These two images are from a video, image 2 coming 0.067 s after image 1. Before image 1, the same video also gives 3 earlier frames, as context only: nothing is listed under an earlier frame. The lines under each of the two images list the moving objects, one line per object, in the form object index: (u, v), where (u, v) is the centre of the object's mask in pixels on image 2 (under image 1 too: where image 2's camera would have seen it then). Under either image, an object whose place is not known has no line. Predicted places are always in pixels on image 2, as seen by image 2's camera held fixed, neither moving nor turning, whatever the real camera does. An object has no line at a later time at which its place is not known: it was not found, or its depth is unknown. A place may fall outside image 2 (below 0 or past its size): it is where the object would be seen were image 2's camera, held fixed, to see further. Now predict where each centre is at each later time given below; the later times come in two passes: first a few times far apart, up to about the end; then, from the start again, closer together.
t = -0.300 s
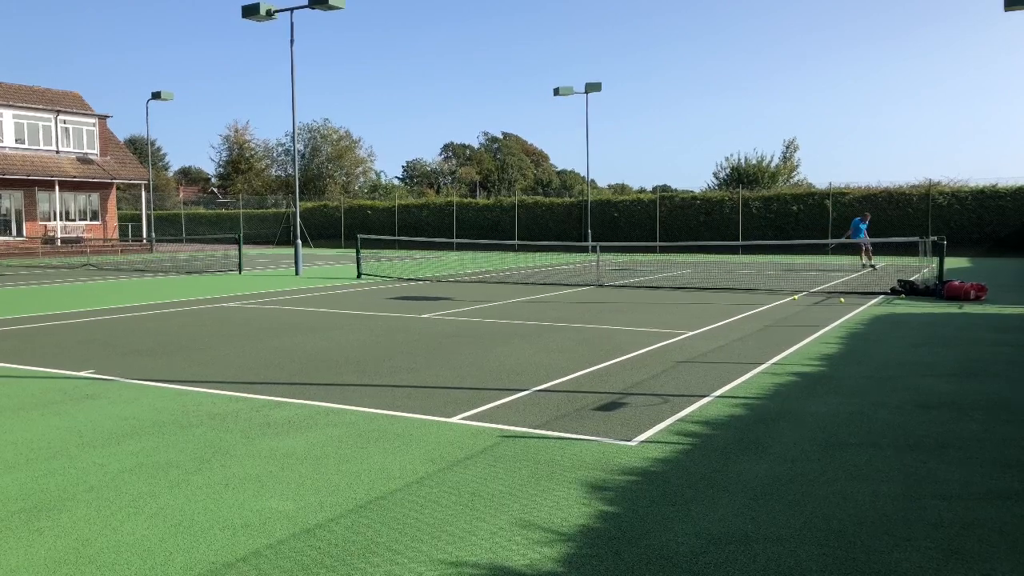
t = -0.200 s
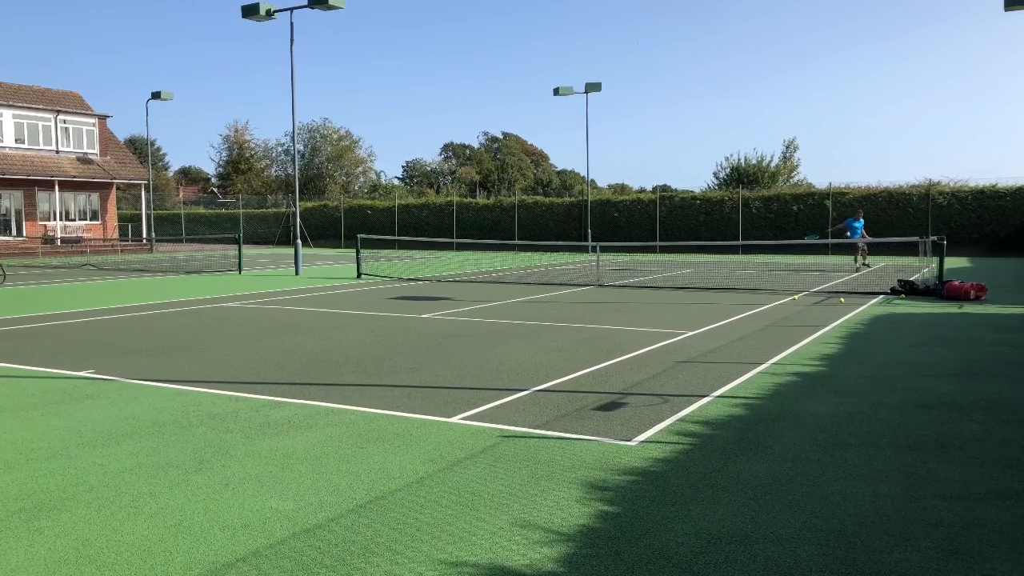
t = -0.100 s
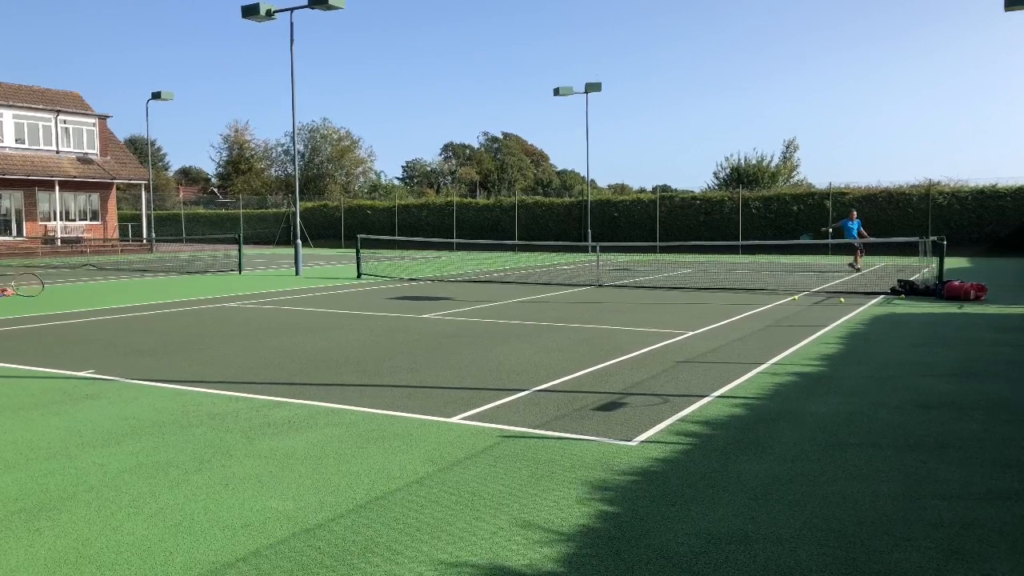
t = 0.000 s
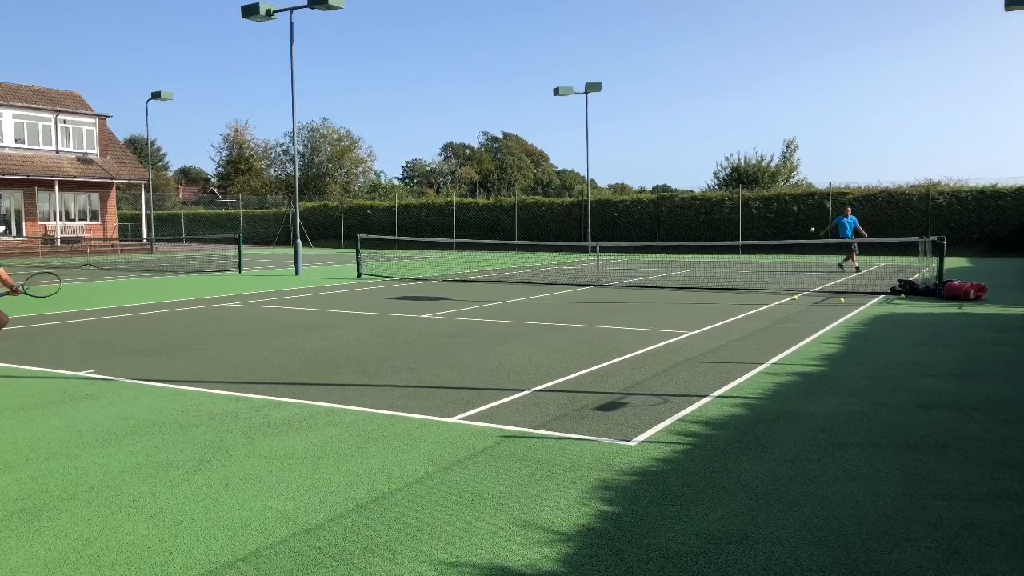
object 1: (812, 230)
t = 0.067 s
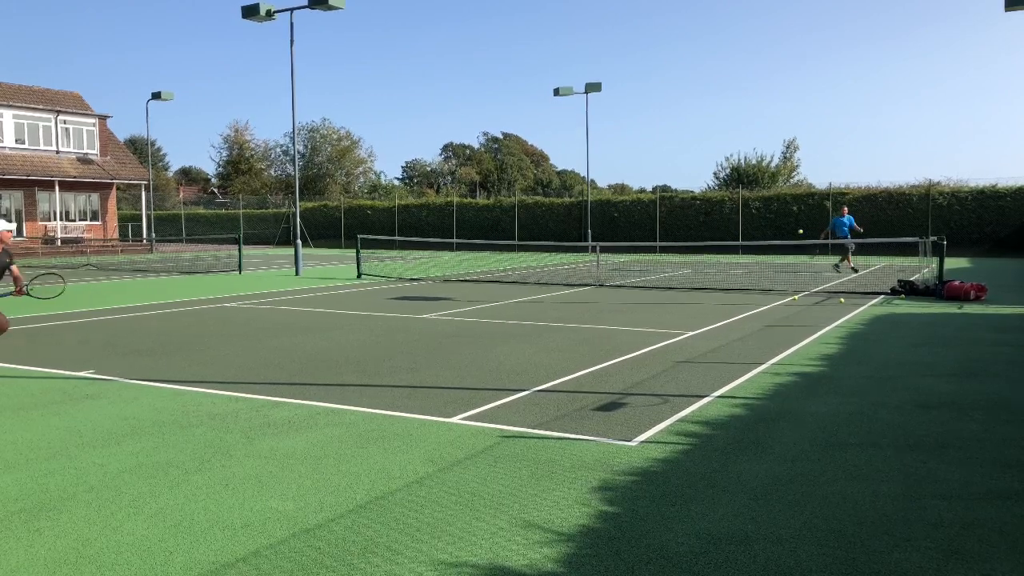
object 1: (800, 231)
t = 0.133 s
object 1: (788, 235)
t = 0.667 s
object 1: (707, 298)
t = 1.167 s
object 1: (699, 328)
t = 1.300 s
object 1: (705, 328)
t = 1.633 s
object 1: (739, 336)
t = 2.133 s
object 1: (795, 376)
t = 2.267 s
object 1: (812, 369)
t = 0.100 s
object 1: (794, 233)
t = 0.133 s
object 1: (788, 235)
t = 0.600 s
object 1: (709, 307)
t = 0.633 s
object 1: (708, 301)
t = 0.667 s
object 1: (707, 298)
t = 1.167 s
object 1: (699, 328)
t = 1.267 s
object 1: (703, 333)
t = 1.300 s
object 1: (705, 328)
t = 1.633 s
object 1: (739, 336)
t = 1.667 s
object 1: (742, 343)
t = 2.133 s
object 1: (795, 376)
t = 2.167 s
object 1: (799, 374)
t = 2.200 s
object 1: (803, 372)
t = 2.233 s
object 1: (808, 369)
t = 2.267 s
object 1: (812, 369)
